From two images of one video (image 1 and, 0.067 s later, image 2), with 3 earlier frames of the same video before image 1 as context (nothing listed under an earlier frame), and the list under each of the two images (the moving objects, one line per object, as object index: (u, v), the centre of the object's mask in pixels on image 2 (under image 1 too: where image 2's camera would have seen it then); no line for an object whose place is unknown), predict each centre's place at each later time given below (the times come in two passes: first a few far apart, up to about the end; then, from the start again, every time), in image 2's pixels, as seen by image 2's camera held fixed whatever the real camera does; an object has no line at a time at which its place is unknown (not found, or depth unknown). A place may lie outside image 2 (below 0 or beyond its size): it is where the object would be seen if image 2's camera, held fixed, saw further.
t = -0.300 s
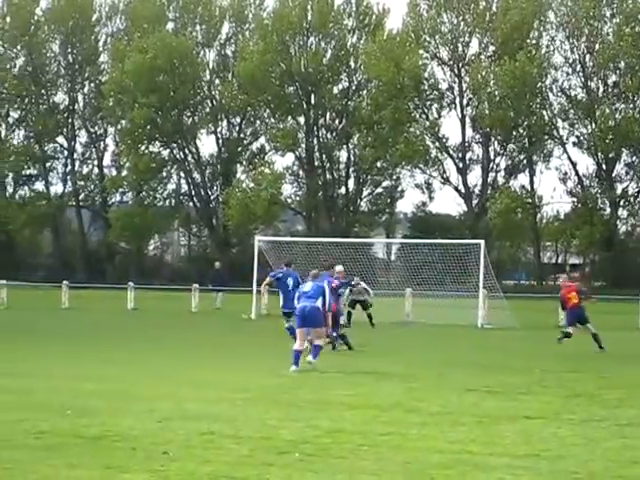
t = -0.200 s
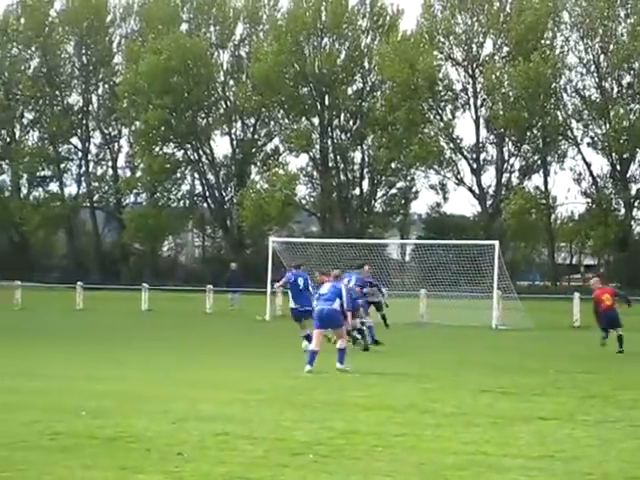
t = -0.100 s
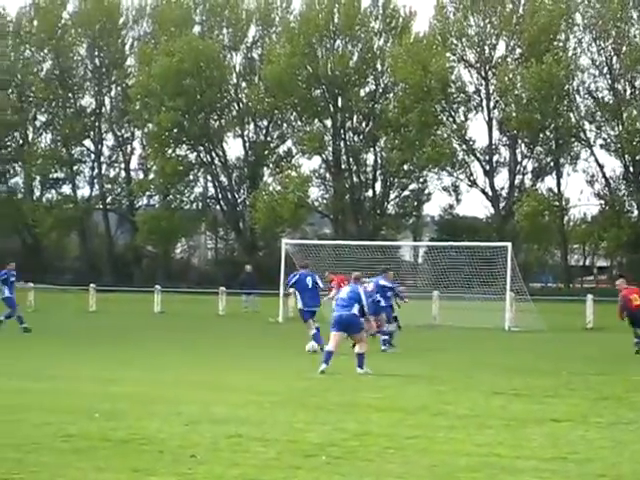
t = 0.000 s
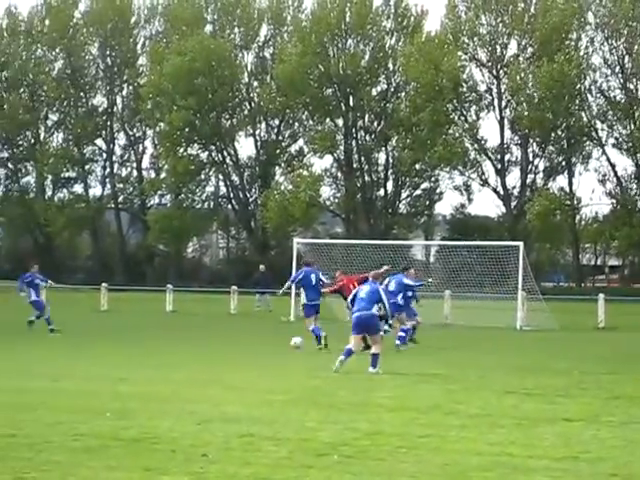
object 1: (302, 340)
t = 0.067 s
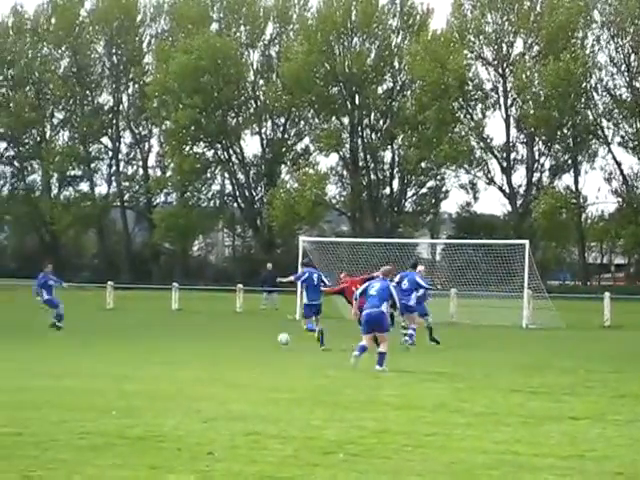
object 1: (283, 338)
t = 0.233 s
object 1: (238, 341)
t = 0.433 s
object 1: (193, 340)
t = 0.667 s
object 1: (145, 337)
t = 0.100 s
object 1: (274, 339)
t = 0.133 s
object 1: (264, 339)
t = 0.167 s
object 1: (255, 340)
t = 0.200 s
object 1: (246, 342)
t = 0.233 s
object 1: (238, 341)
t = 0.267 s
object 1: (231, 340)
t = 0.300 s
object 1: (223, 339)
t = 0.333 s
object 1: (215, 339)
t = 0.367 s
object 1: (208, 339)
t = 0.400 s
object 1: (200, 340)
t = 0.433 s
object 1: (193, 340)
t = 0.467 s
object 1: (186, 339)
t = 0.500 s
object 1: (179, 338)
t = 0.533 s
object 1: (172, 338)
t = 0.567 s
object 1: (165, 339)
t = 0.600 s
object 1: (158, 339)
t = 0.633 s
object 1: (151, 338)
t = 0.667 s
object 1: (145, 337)
